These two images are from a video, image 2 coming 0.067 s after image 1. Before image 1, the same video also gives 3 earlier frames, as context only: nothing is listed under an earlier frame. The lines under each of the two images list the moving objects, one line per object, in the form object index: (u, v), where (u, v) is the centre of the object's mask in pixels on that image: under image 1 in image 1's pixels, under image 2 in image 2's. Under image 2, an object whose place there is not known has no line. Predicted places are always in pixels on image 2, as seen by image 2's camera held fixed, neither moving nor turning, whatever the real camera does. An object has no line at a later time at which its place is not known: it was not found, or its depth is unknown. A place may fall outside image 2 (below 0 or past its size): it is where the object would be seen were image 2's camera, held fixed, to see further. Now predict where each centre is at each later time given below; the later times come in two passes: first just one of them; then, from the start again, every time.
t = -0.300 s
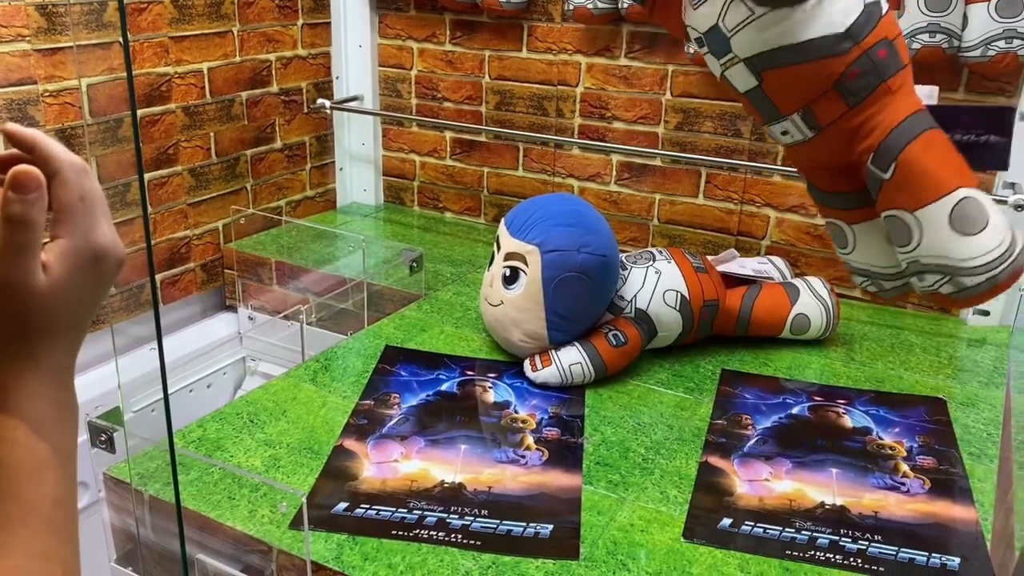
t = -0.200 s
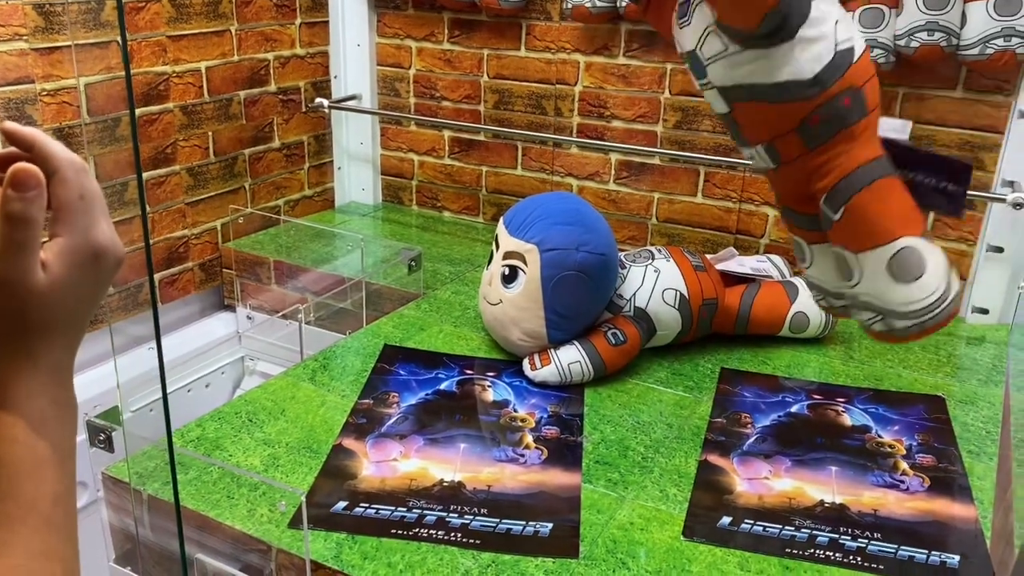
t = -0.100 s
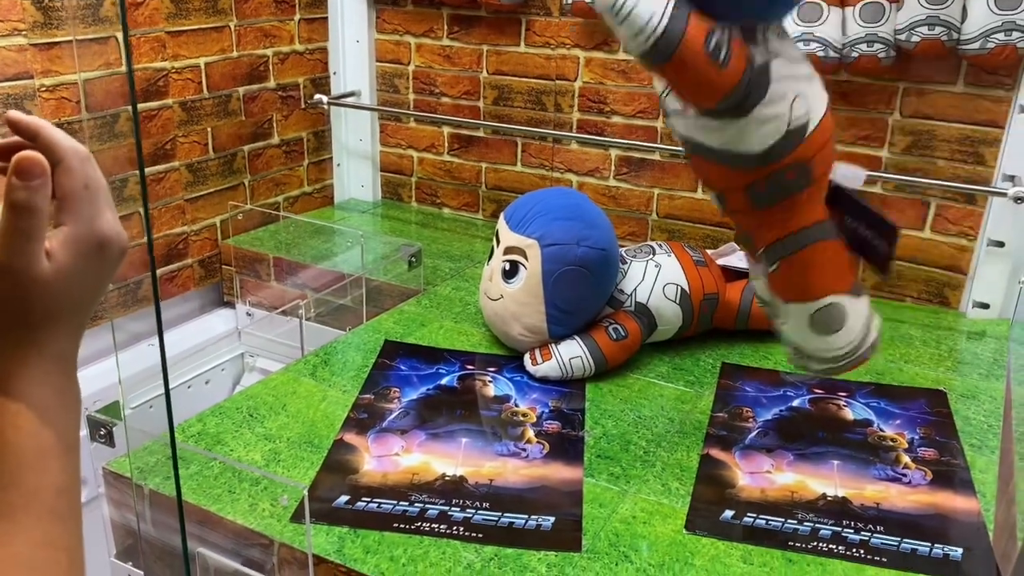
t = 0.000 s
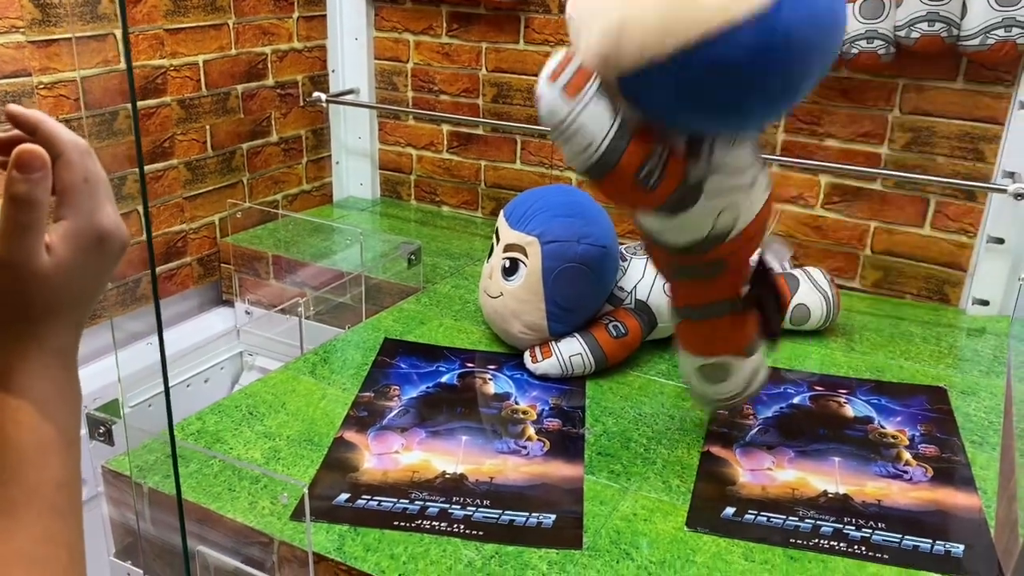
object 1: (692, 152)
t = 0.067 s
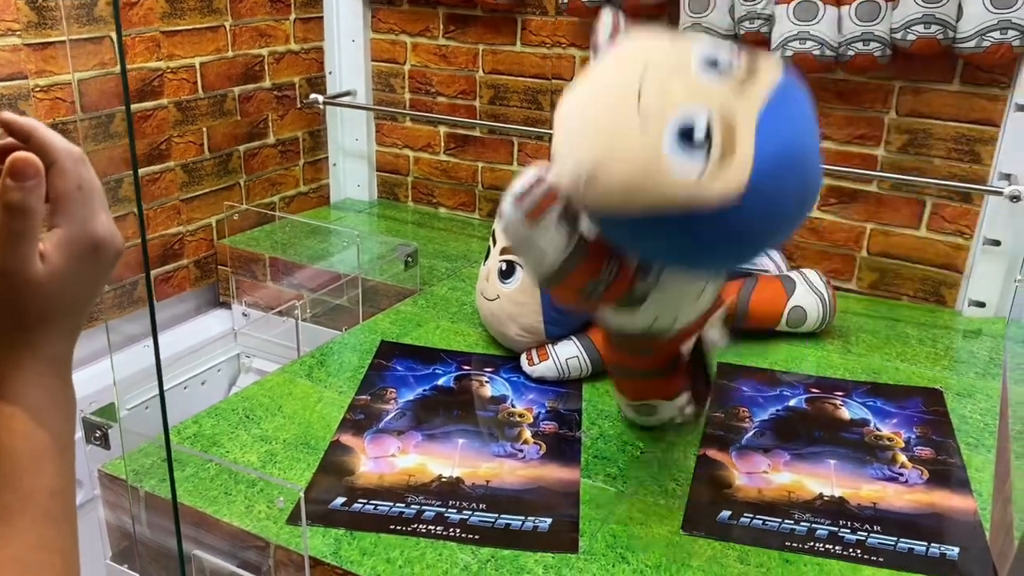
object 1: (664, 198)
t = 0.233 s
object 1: (613, 439)
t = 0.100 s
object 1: (655, 249)
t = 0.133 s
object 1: (651, 308)
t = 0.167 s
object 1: (643, 389)
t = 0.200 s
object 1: (622, 441)
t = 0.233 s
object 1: (613, 439)
